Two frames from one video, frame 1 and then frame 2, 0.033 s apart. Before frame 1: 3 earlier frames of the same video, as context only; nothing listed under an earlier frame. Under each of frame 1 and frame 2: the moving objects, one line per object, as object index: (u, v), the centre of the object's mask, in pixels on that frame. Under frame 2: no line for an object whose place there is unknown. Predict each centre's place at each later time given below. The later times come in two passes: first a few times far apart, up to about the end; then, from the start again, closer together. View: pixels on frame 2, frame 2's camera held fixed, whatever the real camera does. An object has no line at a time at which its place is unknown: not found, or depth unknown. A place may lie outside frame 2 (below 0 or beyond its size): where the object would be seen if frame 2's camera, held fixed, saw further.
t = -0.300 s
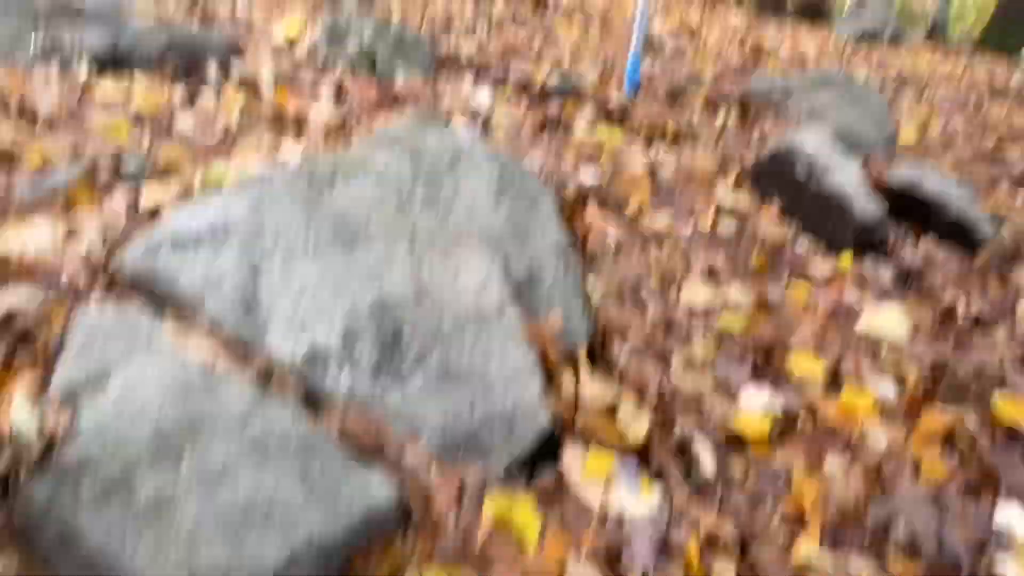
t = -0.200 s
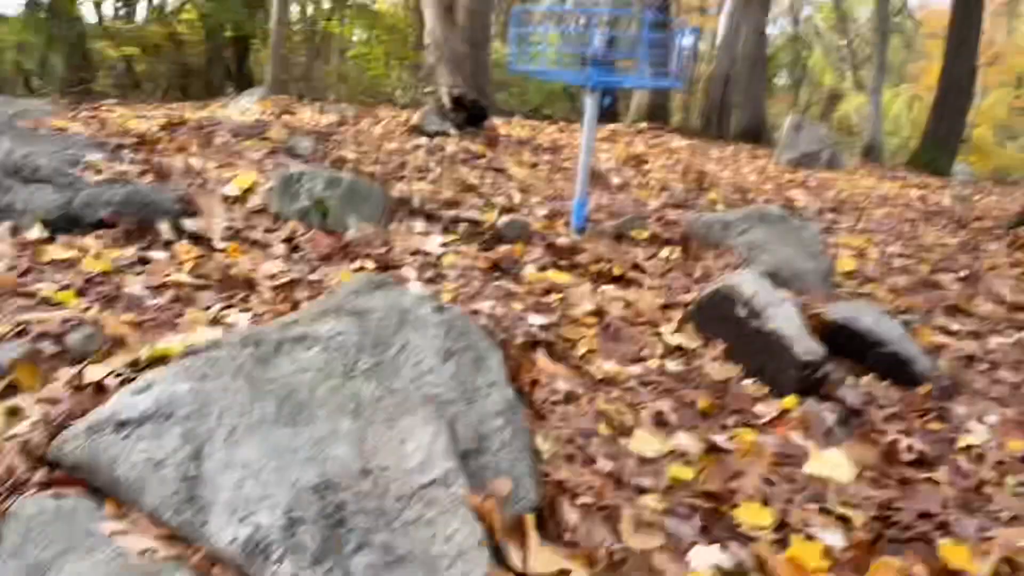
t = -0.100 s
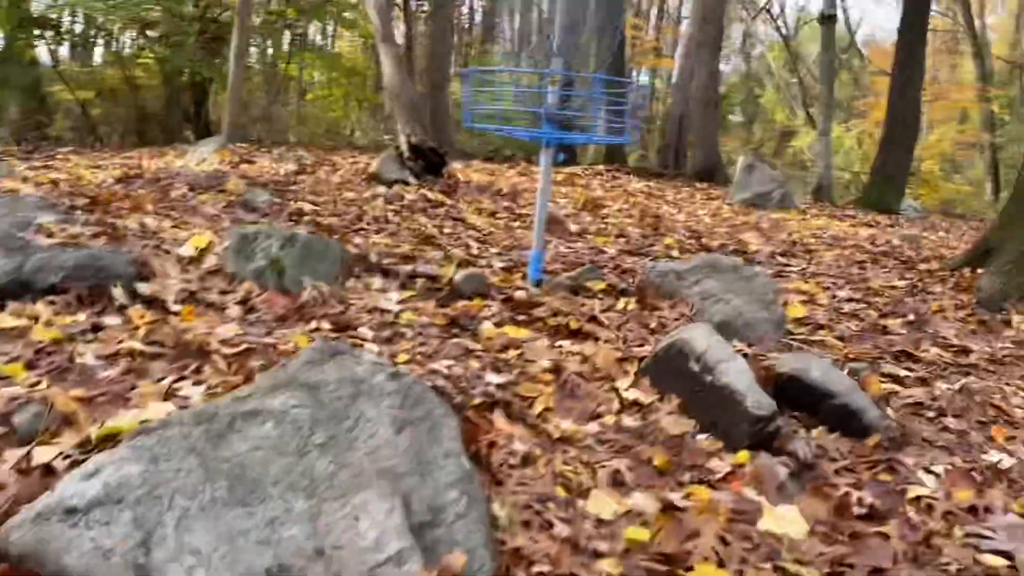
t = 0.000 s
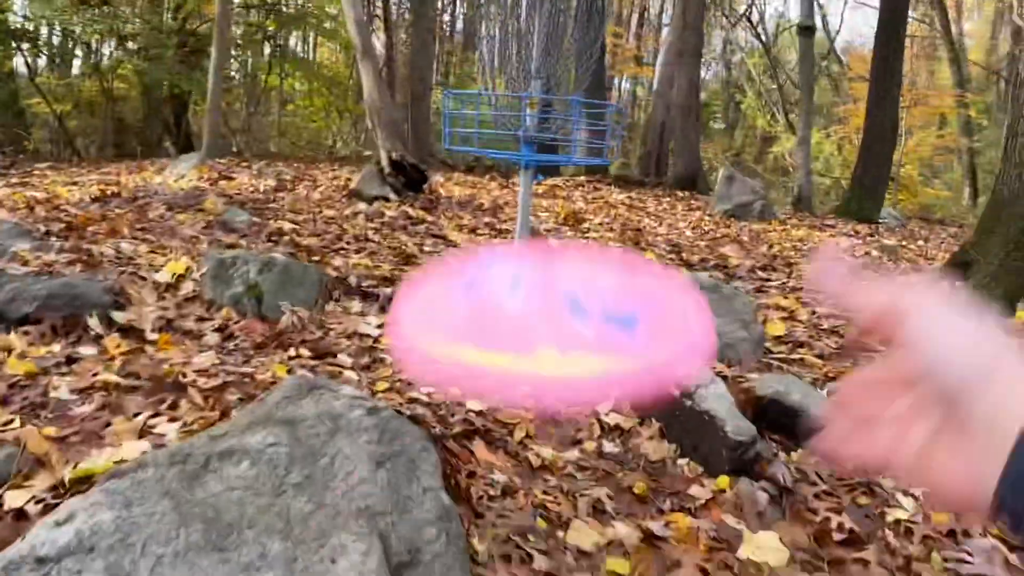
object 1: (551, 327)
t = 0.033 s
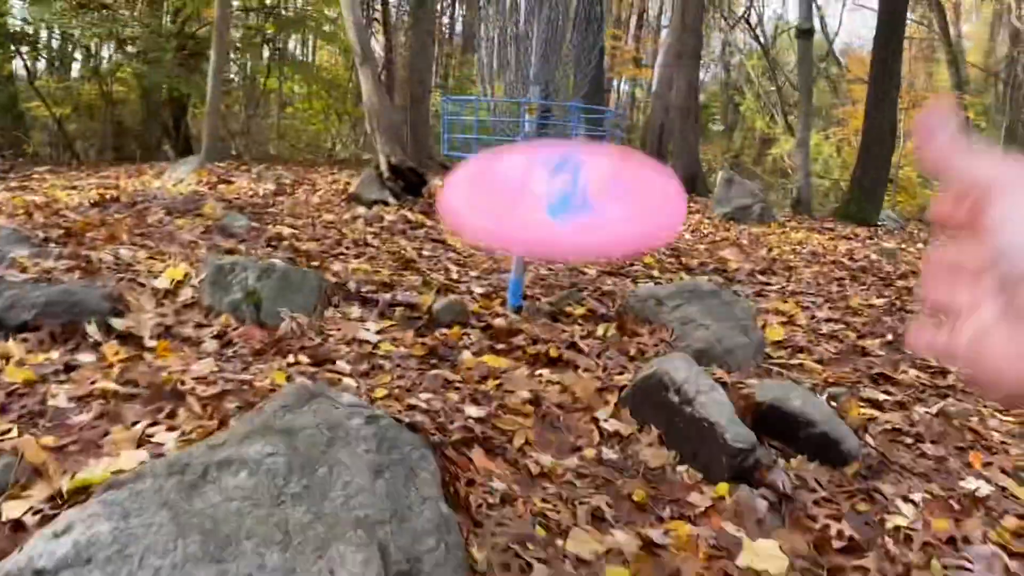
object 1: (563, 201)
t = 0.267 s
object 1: (581, 30)
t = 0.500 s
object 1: (569, 81)
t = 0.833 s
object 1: (580, 132)
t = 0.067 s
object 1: (573, 127)
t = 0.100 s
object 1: (576, 81)
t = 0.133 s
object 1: (579, 53)
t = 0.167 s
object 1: (582, 38)
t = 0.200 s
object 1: (584, 31)
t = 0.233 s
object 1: (583, 28)
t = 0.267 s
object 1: (581, 30)
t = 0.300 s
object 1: (580, 35)
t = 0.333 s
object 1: (580, 41)
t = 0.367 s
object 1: (575, 49)
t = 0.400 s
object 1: (573, 59)
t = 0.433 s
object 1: (569, 69)
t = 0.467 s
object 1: (568, 78)
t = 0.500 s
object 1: (569, 81)
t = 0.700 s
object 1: (574, 118)
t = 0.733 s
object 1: (575, 134)
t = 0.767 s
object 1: (579, 135)
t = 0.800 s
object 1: (582, 132)
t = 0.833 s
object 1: (580, 132)
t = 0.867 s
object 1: (578, 133)
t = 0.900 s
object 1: (576, 138)
